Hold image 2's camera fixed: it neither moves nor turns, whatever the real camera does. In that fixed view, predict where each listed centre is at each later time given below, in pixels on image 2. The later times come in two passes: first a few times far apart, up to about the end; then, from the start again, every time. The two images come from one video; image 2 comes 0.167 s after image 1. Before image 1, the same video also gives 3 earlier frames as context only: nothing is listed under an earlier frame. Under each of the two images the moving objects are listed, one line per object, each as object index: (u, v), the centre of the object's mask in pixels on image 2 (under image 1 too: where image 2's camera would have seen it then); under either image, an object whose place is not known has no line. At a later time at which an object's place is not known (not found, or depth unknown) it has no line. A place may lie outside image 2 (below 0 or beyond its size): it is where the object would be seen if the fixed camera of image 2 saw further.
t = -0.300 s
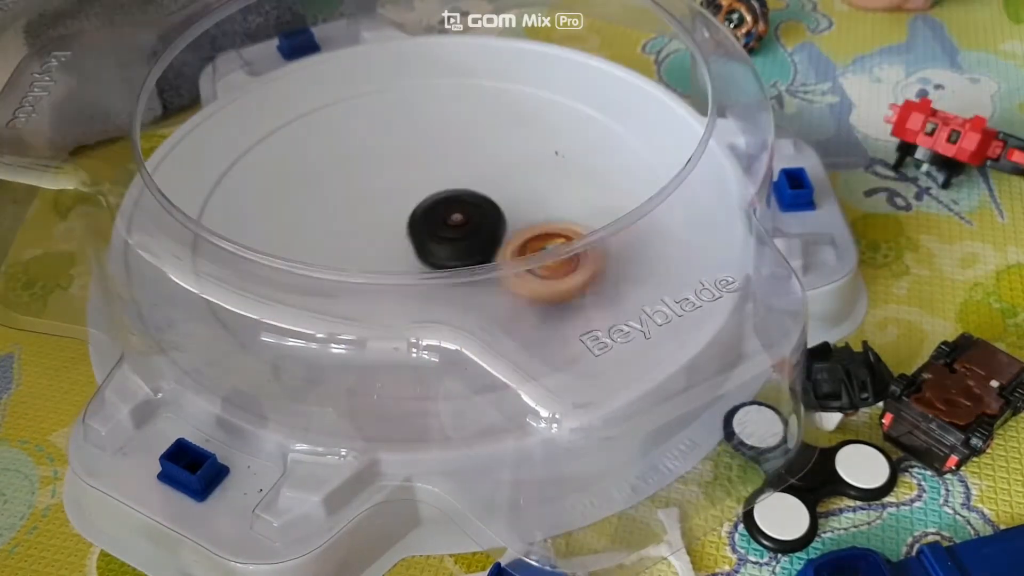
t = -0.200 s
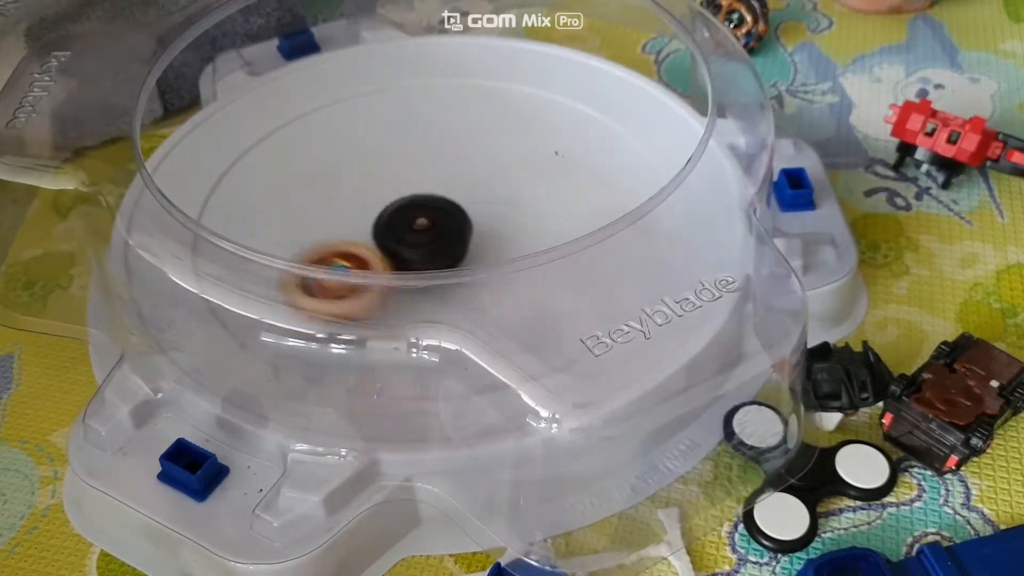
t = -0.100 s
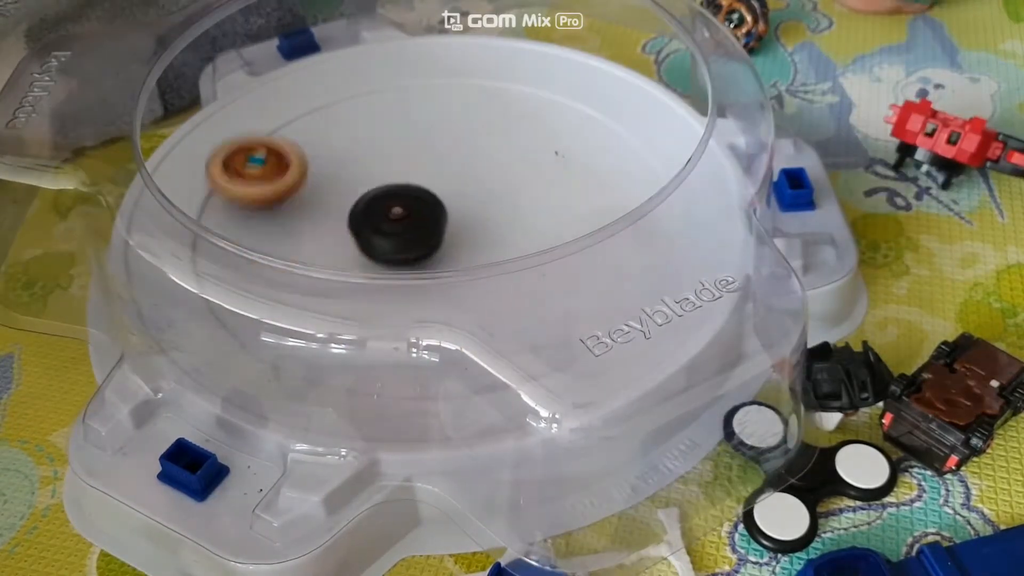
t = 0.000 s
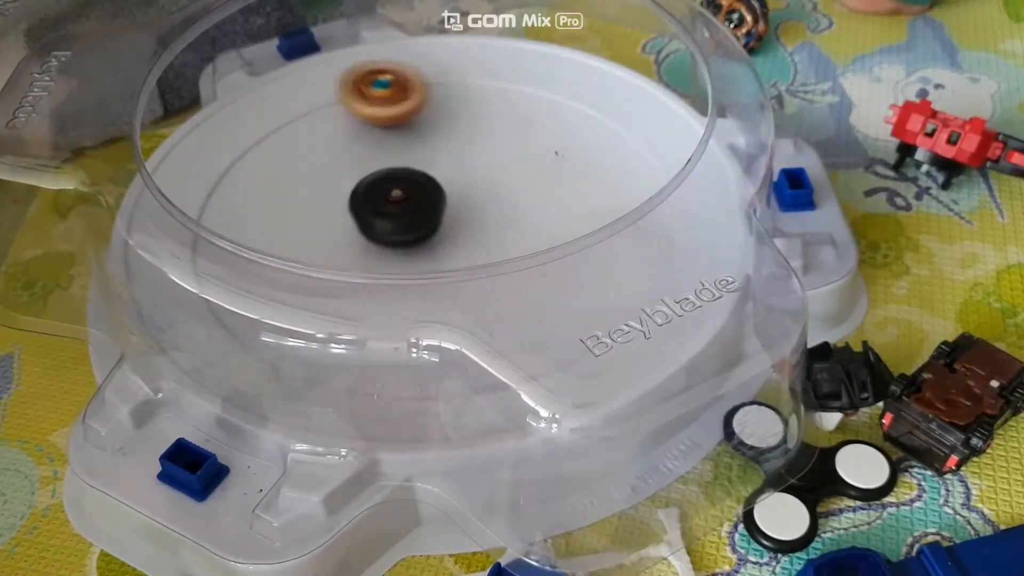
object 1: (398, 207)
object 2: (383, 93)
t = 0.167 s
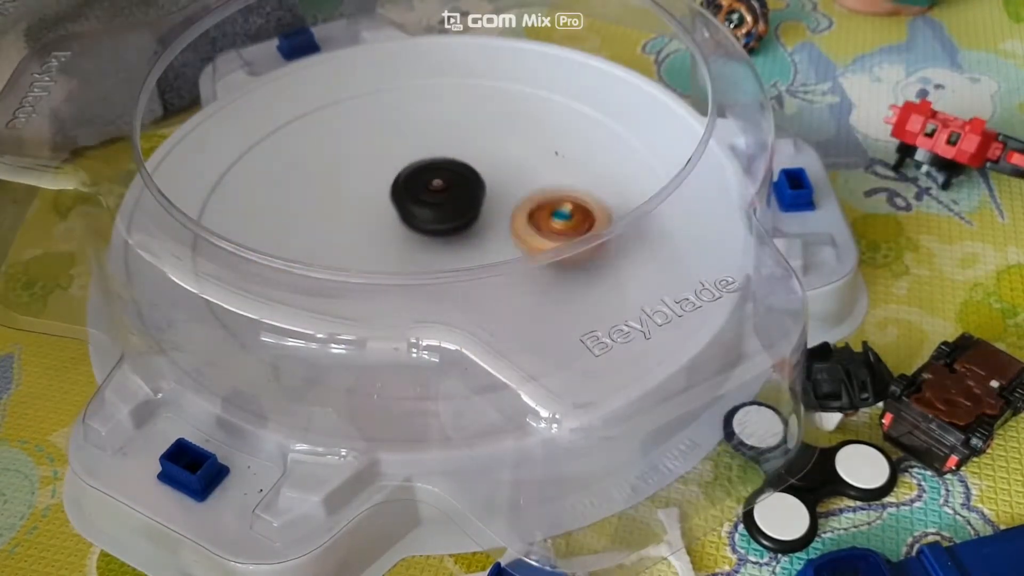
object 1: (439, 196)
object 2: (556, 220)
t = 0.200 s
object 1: (447, 198)
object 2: (537, 268)
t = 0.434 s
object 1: (461, 226)
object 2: (293, 179)
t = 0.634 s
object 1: (424, 223)
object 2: (577, 185)
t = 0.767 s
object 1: (420, 204)
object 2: (493, 300)
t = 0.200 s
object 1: (447, 198)
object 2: (537, 268)
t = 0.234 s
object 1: (455, 201)
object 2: (486, 304)
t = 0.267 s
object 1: (461, 205)
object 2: (416, 314)
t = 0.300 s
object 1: (466, 209)
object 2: (352, 312)
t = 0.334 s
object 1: (468, 214)
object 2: (294, 288)
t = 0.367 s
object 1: (467, 219)
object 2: (267, 251)
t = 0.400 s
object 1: (465, 222)
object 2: (268, 214)
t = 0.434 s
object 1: (461, 226)
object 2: (293, 179)
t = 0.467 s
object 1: (455, 229)
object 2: (336, 153)
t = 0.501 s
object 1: (448, 230)
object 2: (390, 137)
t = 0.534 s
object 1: (441, 230)
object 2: (446, 133)
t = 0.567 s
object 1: (434, 229)
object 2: (499, 139)
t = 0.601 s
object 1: (429, 227)
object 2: (546, 157)
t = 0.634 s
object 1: (424, 223)
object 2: (577, 185)
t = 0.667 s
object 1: (421, 218)
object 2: (581, 211)
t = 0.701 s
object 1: (419, 214)
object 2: (575, 255)
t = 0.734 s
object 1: (419, 209)
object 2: (540, 288)
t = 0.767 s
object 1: (420, 204)
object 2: (493, 300)
